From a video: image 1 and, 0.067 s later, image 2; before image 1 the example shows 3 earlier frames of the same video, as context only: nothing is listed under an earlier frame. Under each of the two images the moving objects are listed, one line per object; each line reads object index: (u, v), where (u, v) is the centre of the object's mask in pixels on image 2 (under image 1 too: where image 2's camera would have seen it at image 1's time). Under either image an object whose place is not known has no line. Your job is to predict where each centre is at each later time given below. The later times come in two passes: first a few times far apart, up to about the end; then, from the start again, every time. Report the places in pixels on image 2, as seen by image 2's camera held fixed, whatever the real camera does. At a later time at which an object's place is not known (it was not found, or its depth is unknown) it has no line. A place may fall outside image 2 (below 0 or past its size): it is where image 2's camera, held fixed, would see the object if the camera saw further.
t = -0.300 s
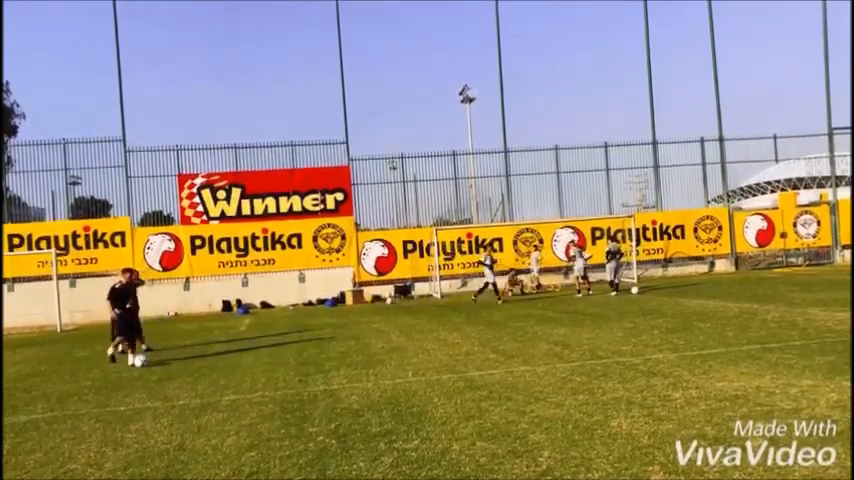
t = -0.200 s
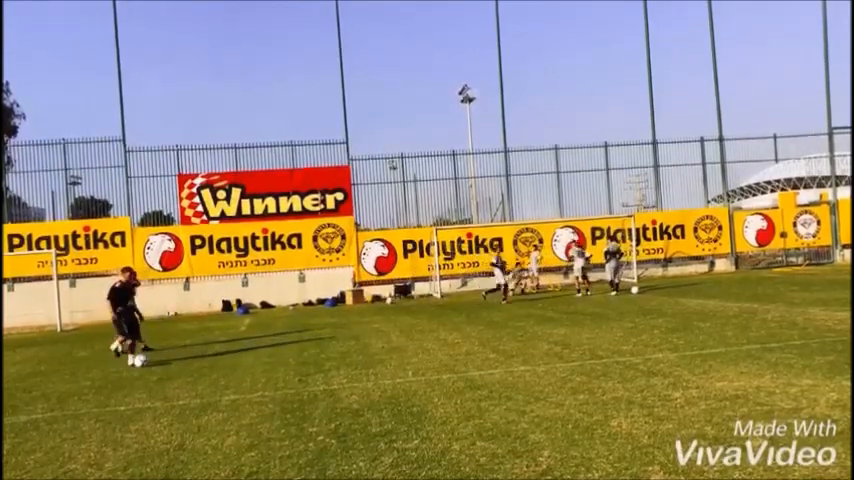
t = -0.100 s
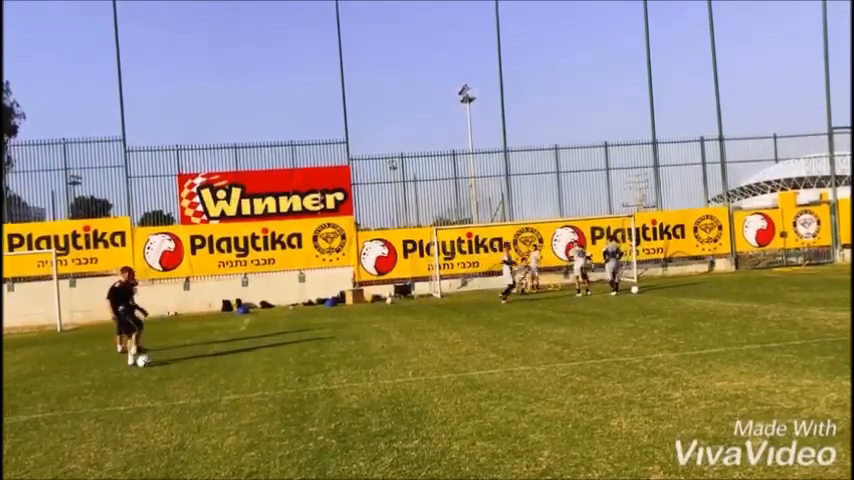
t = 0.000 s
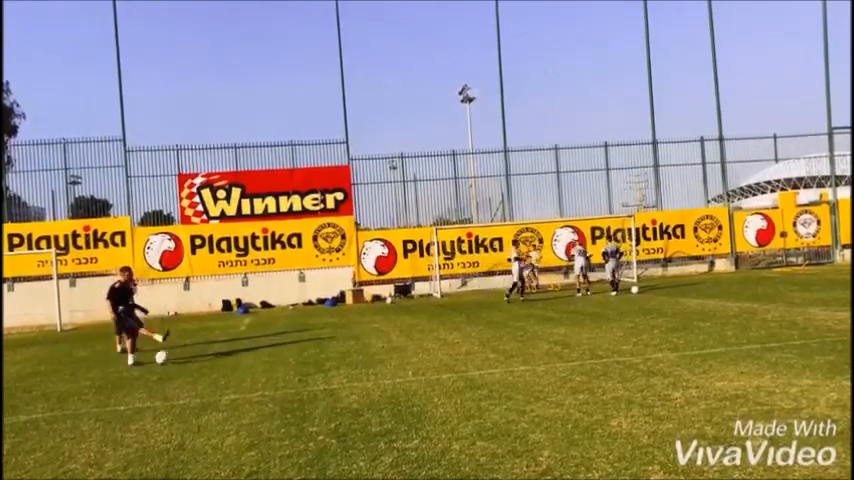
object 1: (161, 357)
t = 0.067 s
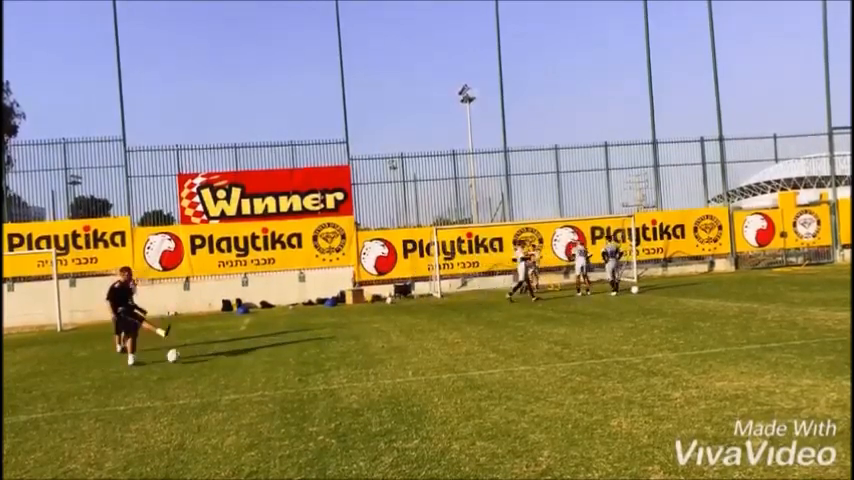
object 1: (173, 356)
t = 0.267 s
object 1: (208, 355)
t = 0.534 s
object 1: (254, 353)
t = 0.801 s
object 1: (297, 350)
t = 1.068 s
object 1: (337, 347)
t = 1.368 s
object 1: (378, 345)
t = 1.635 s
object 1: (413, 343)
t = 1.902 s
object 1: (446, 342)
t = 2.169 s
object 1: (475, 339)
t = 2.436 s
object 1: (503, 338)
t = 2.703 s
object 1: (529, 337)
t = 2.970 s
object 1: (552, 336)
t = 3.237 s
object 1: (574, 335)
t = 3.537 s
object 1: (595, 334)
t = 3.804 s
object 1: (613, 333)
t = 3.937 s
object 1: (621, 333)
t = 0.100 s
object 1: (178, 356)
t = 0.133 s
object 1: (184, 357)
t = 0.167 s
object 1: (191, 357)
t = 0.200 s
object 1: (197, 356)
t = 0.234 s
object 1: (202, 356)
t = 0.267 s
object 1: (208, 355)
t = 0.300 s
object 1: (214, 356)
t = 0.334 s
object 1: (220, 355)
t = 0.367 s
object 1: (225, 354)
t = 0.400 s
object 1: (231, 354)
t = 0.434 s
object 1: (237, 354)
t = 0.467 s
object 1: (243, 354)
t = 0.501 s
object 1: (248, 353)
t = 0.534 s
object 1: (254, 353)
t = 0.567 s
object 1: (260, 353)
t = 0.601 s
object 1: (265, 353)
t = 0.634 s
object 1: (270, 351)
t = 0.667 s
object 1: (276, 351)
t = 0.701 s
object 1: (281, 351)
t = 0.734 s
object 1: (287, 351)
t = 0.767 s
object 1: (292, 350)
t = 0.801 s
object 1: (297, 350)
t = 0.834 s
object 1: (302, 350)
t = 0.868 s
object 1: (307, 349)
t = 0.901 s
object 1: (312, 349)
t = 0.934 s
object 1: (317, 348)
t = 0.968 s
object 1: (322, 348)
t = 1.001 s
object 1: (327, 348)
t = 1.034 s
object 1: (332, 348)
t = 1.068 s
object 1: (337, 347)
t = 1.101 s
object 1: (342, 347)
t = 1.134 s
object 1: (346, 347)
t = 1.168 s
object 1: (352, 346)
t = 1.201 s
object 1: (356, 347)
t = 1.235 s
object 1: (361, 346)
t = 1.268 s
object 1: (366, 346)
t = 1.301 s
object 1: (369, 346)
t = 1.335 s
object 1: (374, 345)
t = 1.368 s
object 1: (378, 345)
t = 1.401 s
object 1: (383, 345)
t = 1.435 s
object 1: (387, 344)
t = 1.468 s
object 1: (391, 344)
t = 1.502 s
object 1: (396, 344)
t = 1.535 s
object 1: (401, 344)
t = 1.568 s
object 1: (405, 343)
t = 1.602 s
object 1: (409, 343)
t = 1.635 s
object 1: (413, 343)
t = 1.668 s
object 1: (417, 343)
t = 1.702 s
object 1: (422, 343)
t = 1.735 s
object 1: (426, 342)
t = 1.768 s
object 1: (429, 342)
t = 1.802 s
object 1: (434, 342)
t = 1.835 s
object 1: (437, 342)
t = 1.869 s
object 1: (442, 341)
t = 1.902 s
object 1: (446, 342)
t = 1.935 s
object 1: (450, 341)
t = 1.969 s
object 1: (453, 341)
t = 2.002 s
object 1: (457, 341)
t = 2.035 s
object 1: (461, 341)
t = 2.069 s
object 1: (464, 341)
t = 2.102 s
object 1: (468, 340)
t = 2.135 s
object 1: (471, 340)
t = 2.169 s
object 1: (475, 339)
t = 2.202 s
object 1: (479, 339)
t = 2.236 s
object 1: (483, 339)
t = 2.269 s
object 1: (486, 339)
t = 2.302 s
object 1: (489, 339)
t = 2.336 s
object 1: (493, 338)
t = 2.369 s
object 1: (497, 338)
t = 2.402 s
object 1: (499, 339)
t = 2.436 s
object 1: (503, 338)
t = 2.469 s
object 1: (506, 338)
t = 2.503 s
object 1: (510, 338)
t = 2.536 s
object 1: (512, 338)
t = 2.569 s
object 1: (516, 337)
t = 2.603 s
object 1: (519, 337)
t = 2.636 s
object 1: (522, 337)
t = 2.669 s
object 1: (525, 337)
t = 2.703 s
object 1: (529, 337)
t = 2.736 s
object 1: (531, 337)
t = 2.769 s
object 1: (534, 336)
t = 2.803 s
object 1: (537, 337)
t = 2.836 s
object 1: (541, 337)
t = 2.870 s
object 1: (543, 337)
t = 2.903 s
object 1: (546, 336)
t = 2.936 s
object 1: (549, 336)
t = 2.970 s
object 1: (552, 336)
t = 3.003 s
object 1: (555, 336)
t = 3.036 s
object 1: (558, 336)
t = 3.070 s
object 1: (560, 336)
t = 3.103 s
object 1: (563, 336)
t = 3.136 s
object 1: (566, 335)
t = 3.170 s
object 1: (569, 335)
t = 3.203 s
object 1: (571, 335)
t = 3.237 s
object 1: (574, 335)
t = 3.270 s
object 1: (576, 335)
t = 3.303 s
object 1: (579, 335)
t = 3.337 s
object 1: (582, 335)
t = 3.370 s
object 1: (584, 335)
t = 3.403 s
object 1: (586, 334)
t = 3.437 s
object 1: (589, 334)
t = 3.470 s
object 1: (591, 334)
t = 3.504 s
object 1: (593, 334)
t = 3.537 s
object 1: (595, 334)
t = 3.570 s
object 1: (598, 334)
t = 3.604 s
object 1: (600, 334)
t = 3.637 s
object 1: (603, 334)
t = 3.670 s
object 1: (605, 334)
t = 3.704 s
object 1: (607, 334)
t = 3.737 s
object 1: (609, 334)
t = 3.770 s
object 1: (611, 334)
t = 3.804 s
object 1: (613, 333)
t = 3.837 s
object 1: (615, 333)
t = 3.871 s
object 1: (617, 333)
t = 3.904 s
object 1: (619, 333)
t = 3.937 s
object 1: (621, 333)
